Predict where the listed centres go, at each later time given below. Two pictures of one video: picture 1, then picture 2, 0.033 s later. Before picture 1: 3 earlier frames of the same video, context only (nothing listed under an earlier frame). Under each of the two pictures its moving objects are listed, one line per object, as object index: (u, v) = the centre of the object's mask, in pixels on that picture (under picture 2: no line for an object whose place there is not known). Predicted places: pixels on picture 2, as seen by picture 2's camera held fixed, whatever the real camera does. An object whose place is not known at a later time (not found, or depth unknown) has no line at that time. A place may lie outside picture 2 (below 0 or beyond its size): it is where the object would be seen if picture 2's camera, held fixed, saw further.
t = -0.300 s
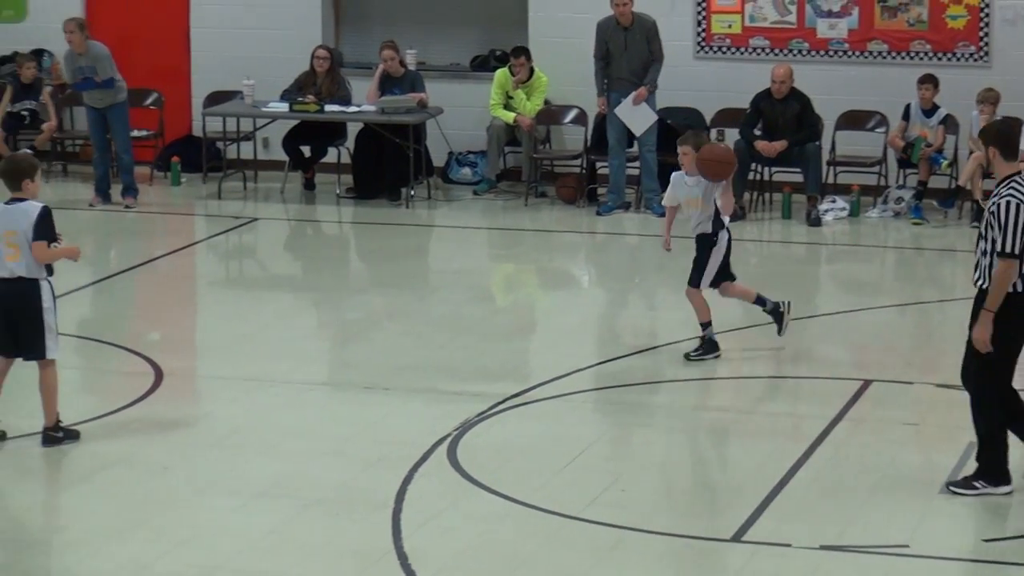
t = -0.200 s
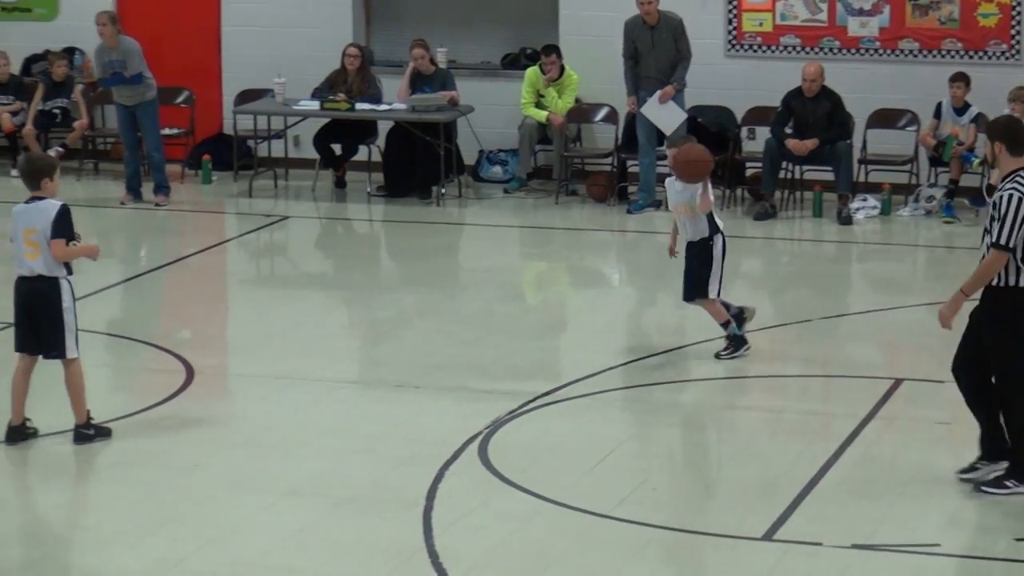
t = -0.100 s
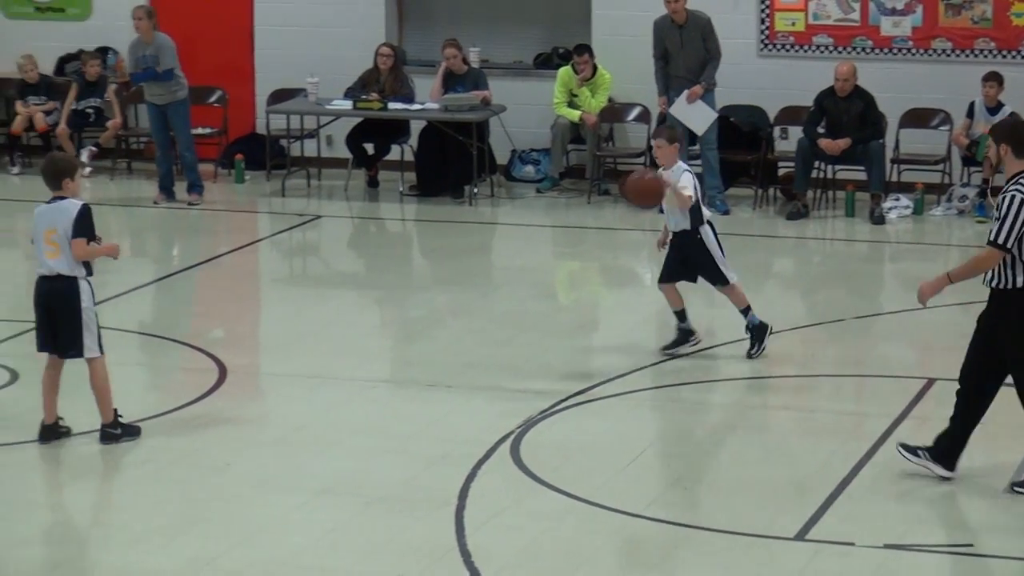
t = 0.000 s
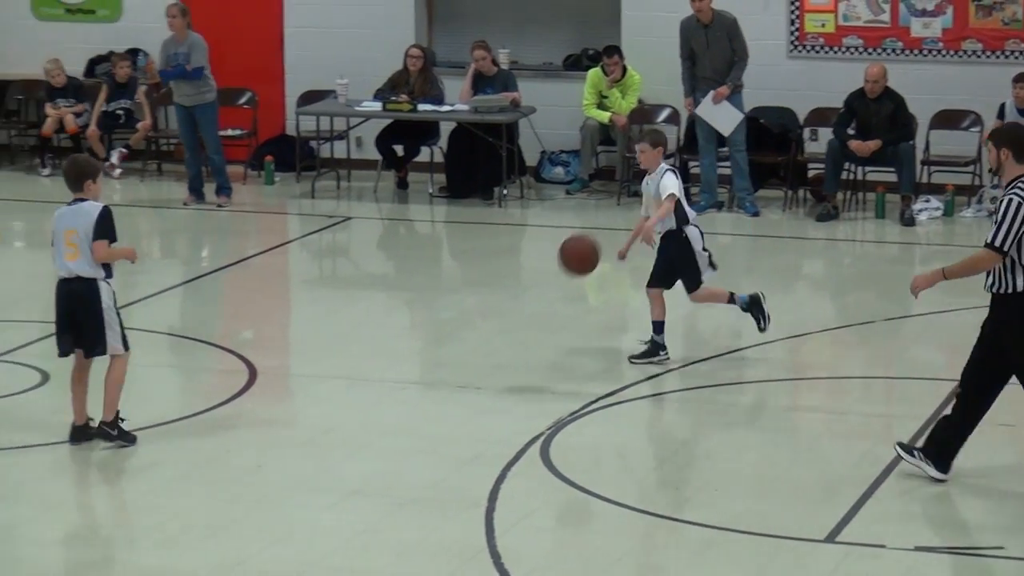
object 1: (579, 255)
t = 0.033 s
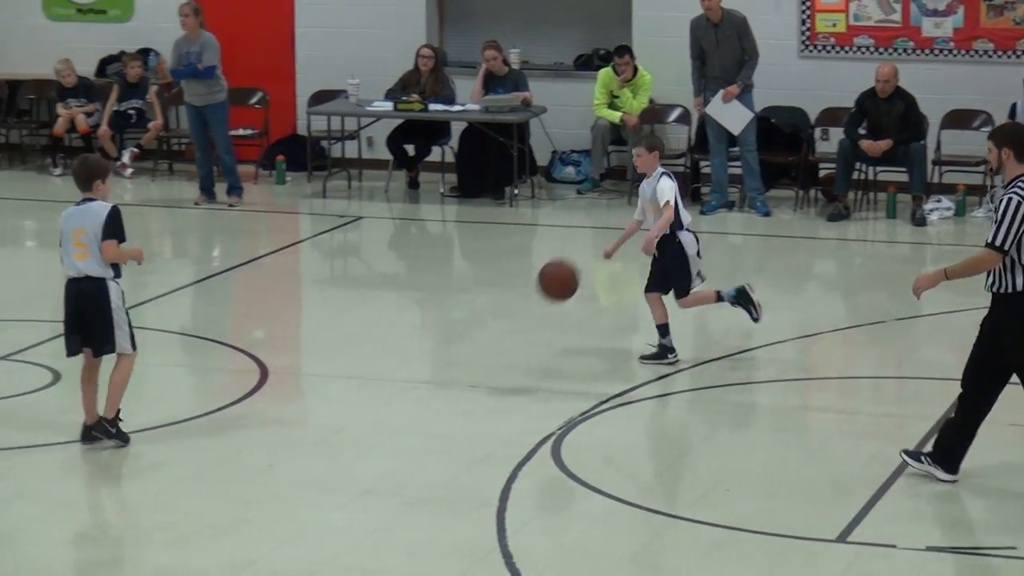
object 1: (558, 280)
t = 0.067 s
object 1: (525, 308)
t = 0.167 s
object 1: (438, 371)
